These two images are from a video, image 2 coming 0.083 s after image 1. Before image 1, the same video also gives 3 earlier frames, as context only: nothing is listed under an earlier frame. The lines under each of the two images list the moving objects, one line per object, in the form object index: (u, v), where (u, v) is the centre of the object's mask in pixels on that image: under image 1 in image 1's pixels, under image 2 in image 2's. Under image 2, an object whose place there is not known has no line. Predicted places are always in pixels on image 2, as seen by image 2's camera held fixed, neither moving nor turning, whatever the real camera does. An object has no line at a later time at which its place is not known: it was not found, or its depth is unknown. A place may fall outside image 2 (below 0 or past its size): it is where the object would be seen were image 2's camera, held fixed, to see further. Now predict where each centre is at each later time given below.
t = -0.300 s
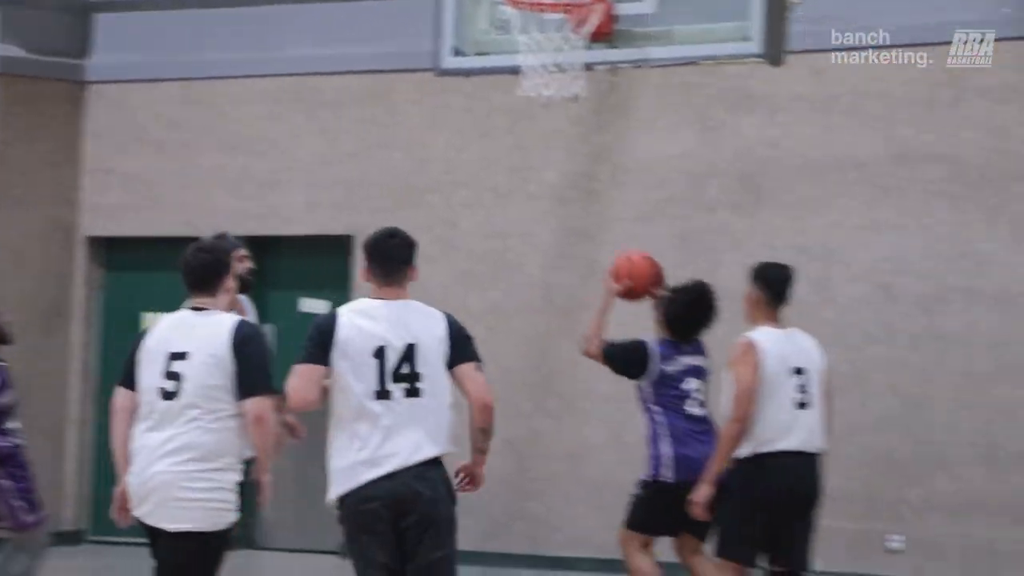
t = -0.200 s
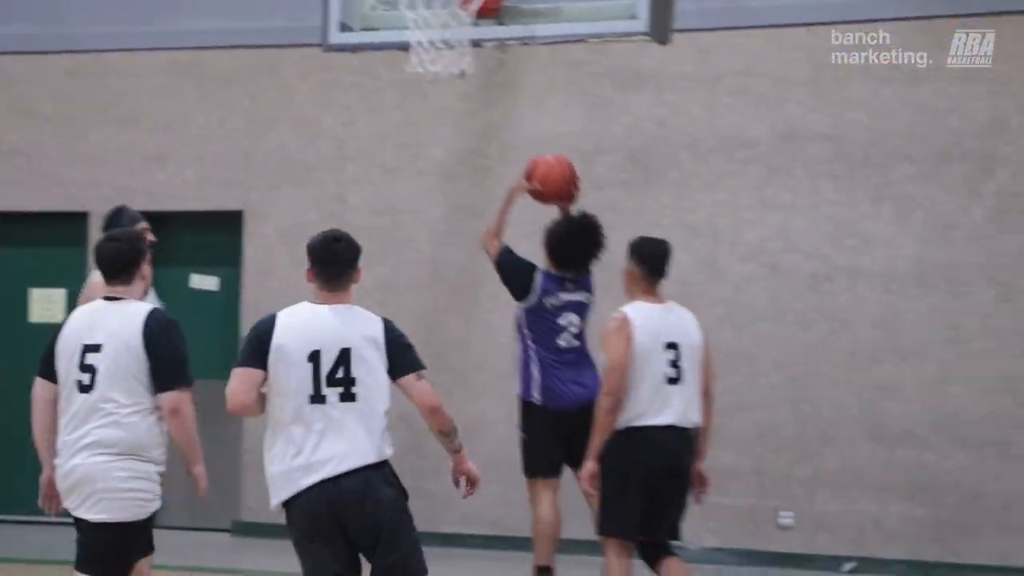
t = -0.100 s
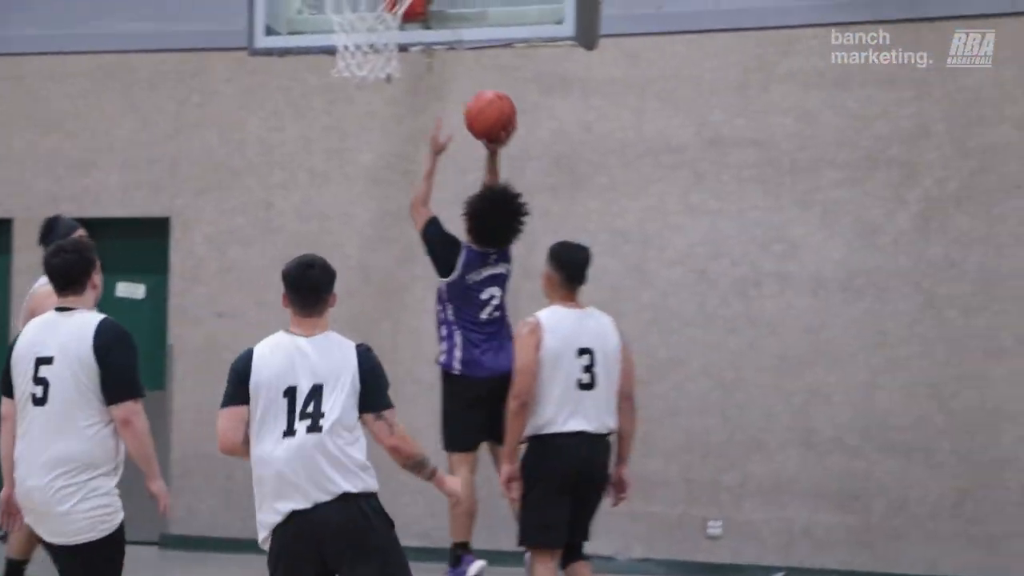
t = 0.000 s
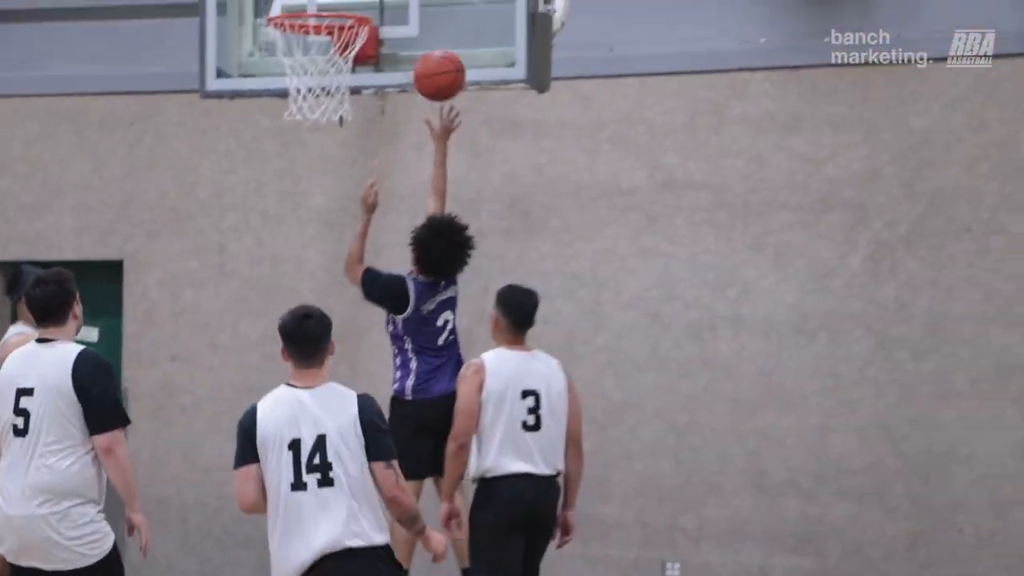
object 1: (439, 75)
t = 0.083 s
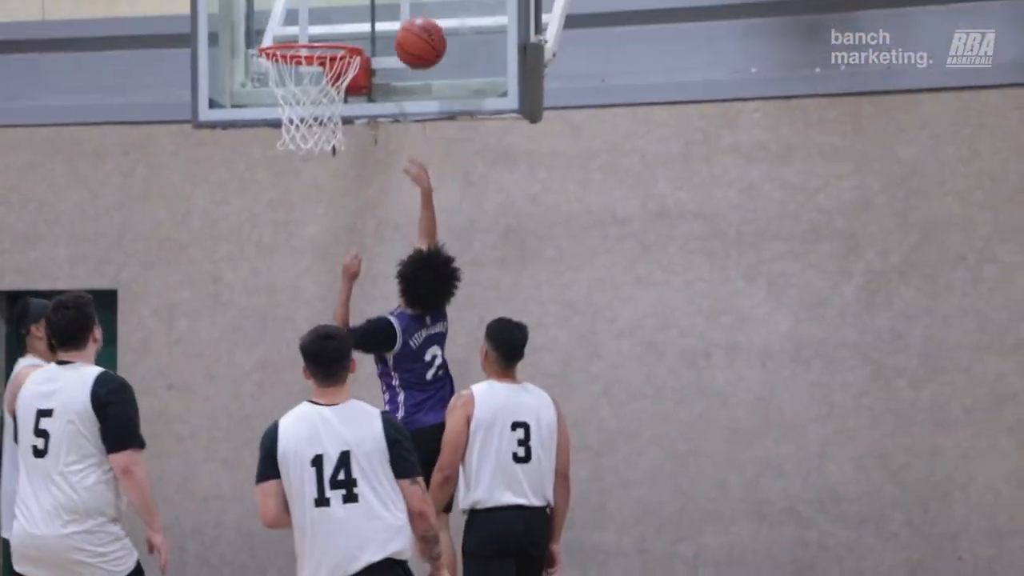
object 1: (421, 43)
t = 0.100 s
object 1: (418, 32)
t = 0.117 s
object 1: (416, 22)
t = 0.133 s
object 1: (413, 13)
